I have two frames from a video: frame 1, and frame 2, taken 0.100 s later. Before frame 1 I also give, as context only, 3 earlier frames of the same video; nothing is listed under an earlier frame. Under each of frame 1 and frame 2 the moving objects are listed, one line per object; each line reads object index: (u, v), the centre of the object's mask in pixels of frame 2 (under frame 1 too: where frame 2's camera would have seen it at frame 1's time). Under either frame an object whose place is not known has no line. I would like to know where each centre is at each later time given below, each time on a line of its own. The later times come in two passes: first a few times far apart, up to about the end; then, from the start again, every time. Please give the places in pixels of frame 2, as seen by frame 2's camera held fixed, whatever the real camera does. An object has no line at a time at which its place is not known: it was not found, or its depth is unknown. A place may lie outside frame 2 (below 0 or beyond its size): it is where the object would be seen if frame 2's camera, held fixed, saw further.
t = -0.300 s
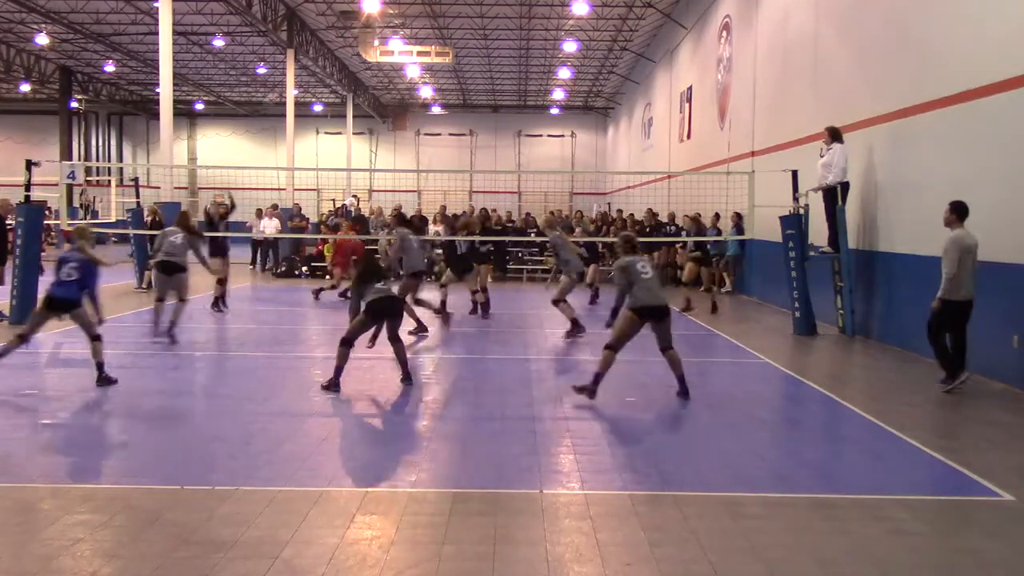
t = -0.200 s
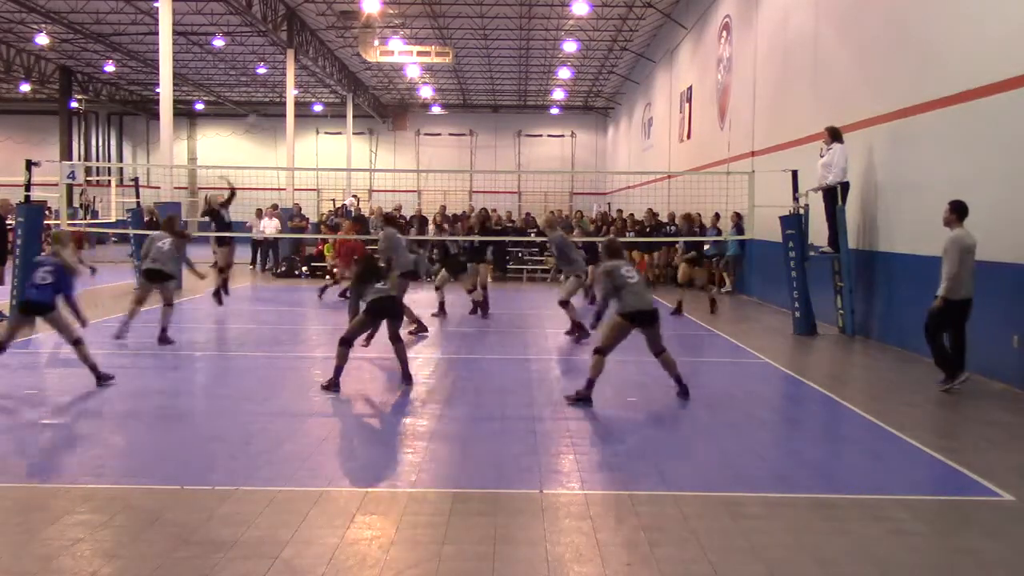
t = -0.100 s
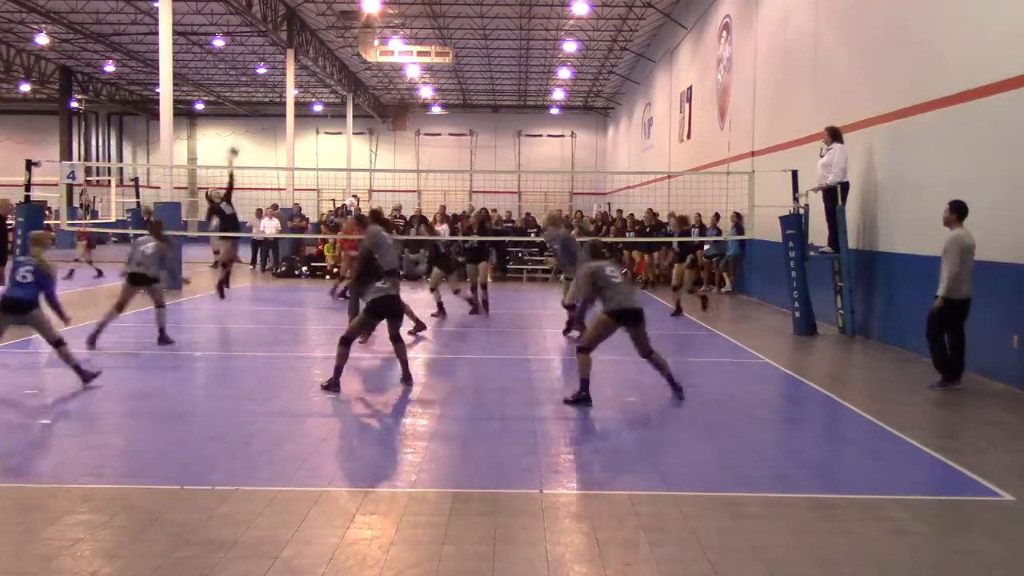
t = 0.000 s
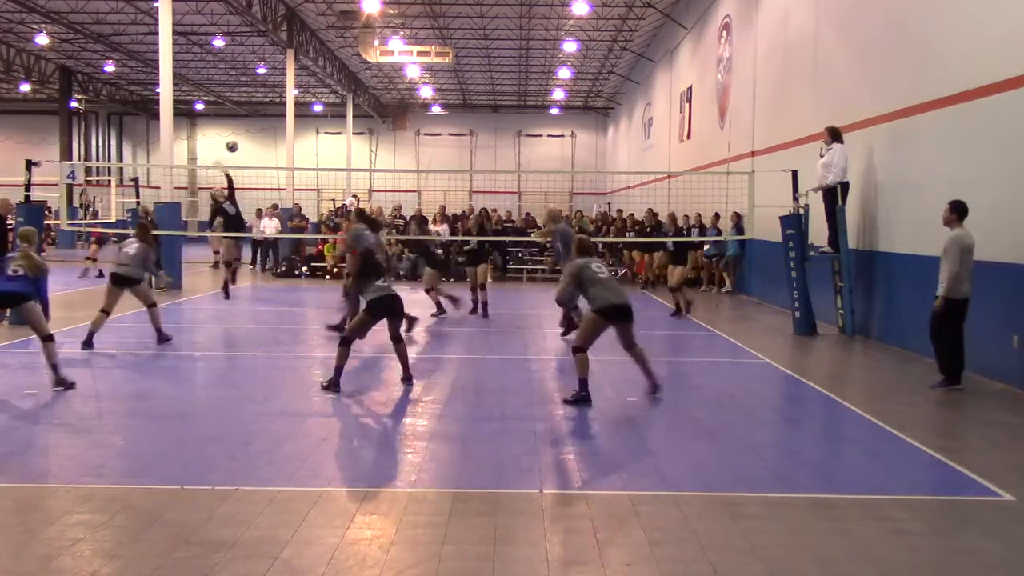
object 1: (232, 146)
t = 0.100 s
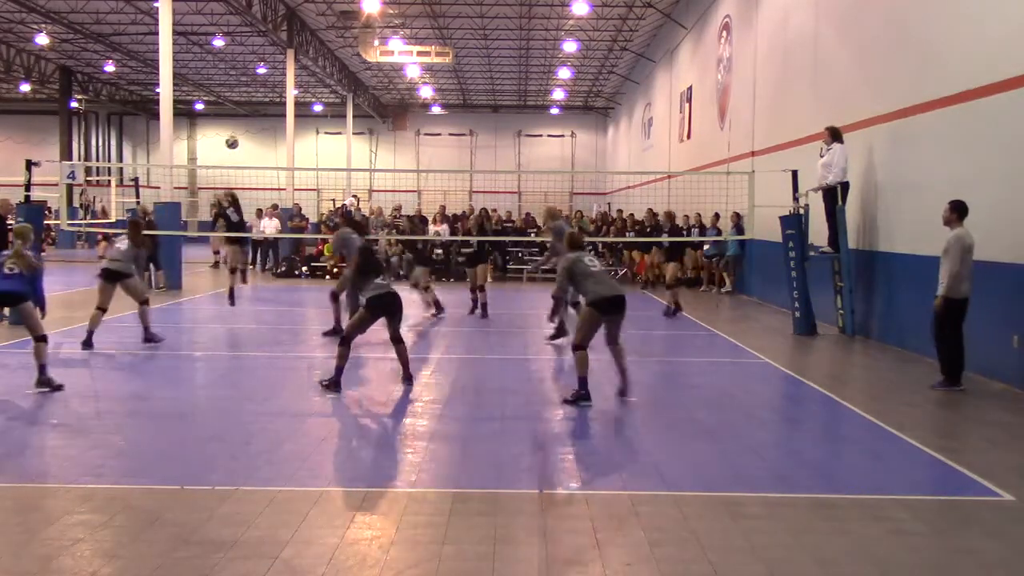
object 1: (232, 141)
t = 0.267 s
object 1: (232, 151)
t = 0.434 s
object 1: (233, 166)
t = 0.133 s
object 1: (232, 141)
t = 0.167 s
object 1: (232, 142)
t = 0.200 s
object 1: (232, 143)
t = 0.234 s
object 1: (232, 148)
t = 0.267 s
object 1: (232, 151)
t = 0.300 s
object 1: (232, 155)
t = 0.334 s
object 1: (232, 160)
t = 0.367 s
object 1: (232, 161)
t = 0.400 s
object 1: (232, 163)
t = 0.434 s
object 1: (233, 166)
